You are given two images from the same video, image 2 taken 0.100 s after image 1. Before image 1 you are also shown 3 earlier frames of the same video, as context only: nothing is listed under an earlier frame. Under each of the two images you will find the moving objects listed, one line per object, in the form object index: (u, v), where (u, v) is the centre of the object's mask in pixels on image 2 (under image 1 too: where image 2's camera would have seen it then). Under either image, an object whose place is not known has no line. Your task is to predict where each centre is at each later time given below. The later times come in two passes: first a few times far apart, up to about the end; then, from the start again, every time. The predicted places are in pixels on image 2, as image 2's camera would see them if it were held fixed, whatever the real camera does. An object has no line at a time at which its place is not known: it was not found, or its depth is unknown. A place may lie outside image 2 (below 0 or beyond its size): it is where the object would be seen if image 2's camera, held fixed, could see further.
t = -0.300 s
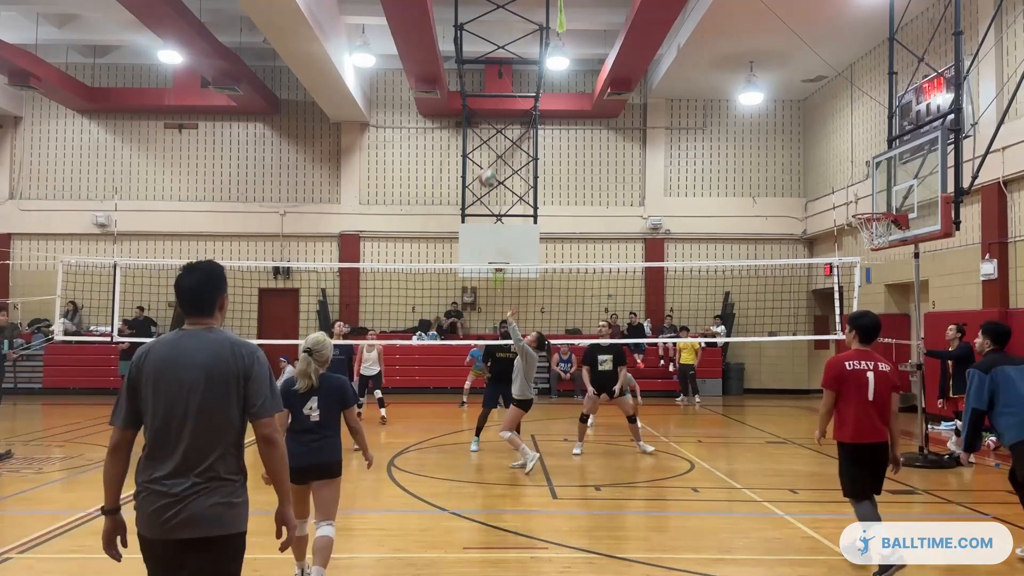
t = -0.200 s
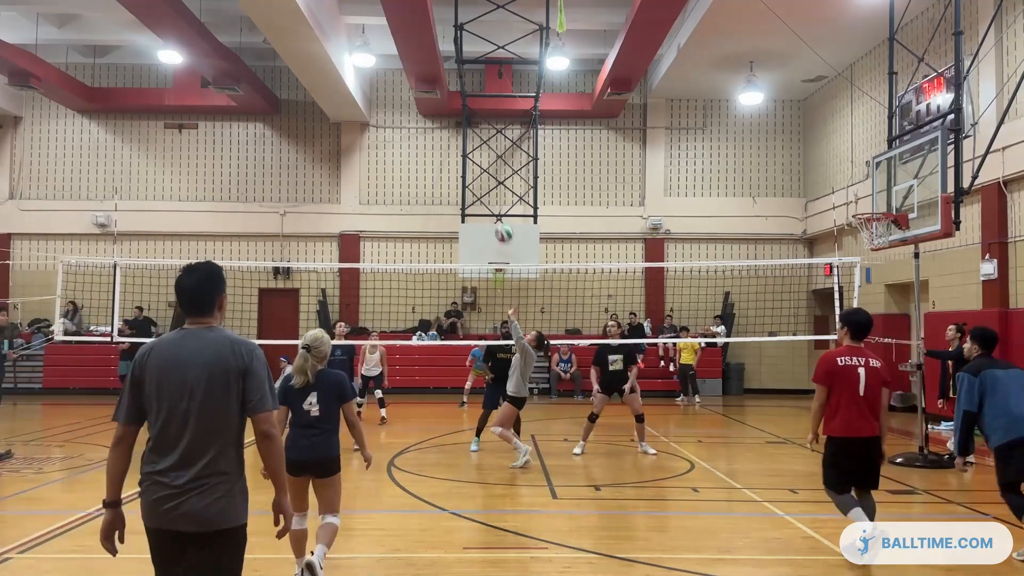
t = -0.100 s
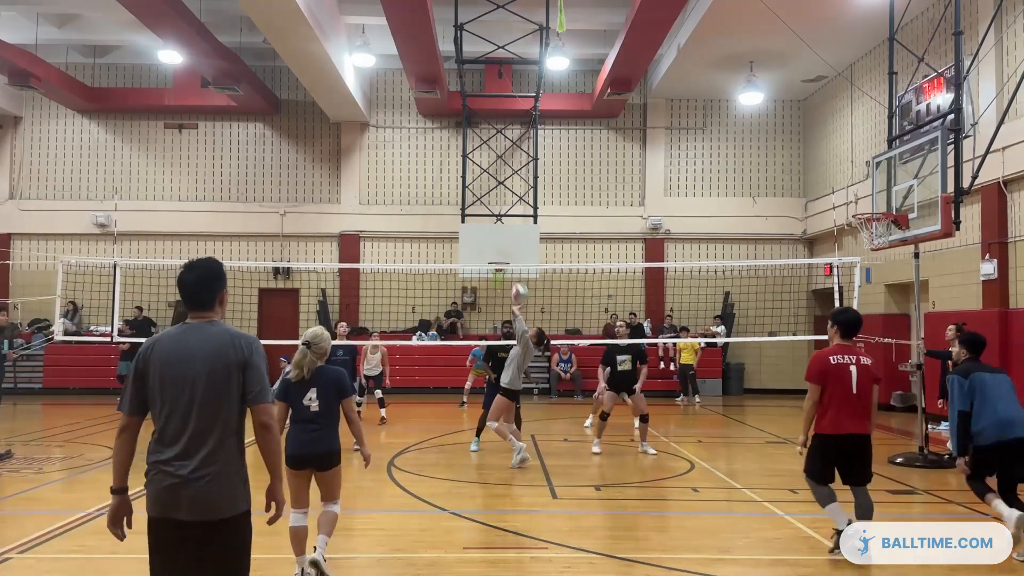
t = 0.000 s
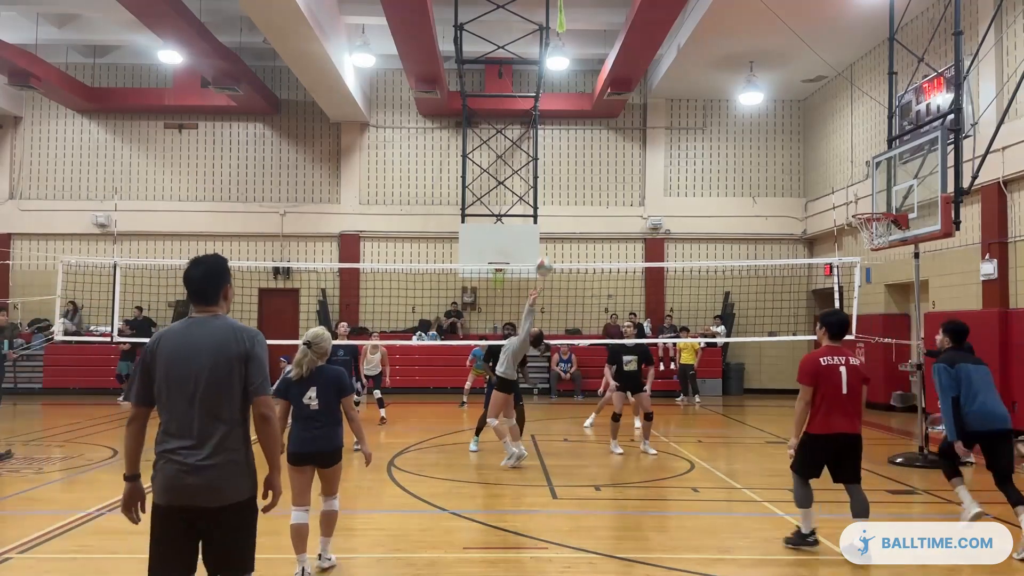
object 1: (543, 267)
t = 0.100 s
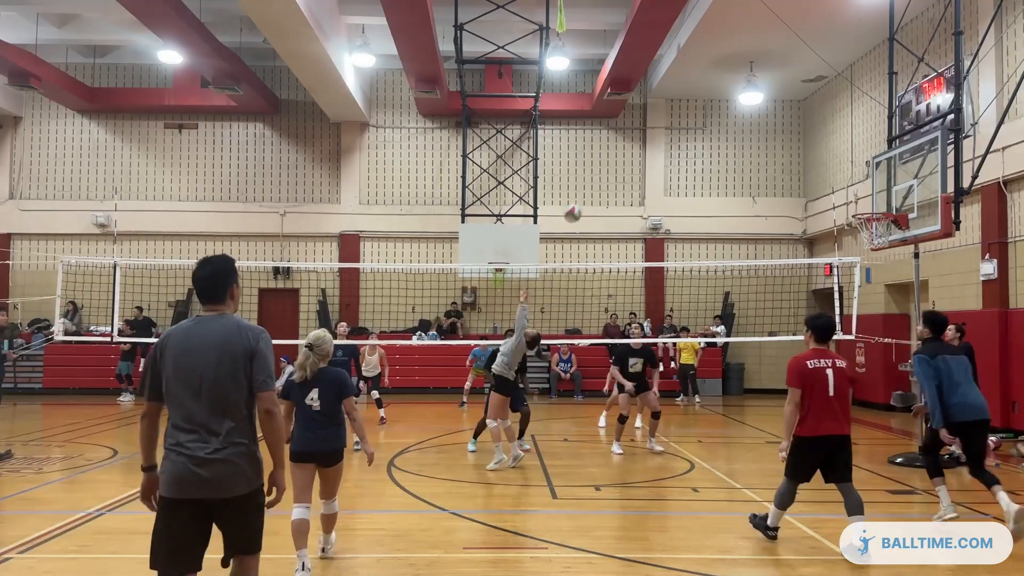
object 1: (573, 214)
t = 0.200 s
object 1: (601, 169)
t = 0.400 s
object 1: (655, 105)
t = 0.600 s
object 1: (710, 78)
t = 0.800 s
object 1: (764, 83)
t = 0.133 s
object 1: (582, 198)
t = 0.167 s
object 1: (592, 183)
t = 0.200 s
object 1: (601, 169)
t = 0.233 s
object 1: (610, 157)
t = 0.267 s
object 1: (619, 144)
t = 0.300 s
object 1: (628, 133)
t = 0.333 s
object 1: (637, 122)
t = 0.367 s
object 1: (646, 113)
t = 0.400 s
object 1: (655, 105)
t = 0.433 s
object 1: (664, 99)
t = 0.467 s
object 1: (673, 93)
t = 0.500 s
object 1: (683, 88)
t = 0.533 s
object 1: (691, 83)
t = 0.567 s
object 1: (701, 80)
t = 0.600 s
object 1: (710, 78)
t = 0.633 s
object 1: (719, 76)
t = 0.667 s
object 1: (728, 76)
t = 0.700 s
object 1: (737, 76)
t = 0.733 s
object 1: (745, 77)
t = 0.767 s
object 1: (755, 80)
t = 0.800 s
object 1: (764, 83)
